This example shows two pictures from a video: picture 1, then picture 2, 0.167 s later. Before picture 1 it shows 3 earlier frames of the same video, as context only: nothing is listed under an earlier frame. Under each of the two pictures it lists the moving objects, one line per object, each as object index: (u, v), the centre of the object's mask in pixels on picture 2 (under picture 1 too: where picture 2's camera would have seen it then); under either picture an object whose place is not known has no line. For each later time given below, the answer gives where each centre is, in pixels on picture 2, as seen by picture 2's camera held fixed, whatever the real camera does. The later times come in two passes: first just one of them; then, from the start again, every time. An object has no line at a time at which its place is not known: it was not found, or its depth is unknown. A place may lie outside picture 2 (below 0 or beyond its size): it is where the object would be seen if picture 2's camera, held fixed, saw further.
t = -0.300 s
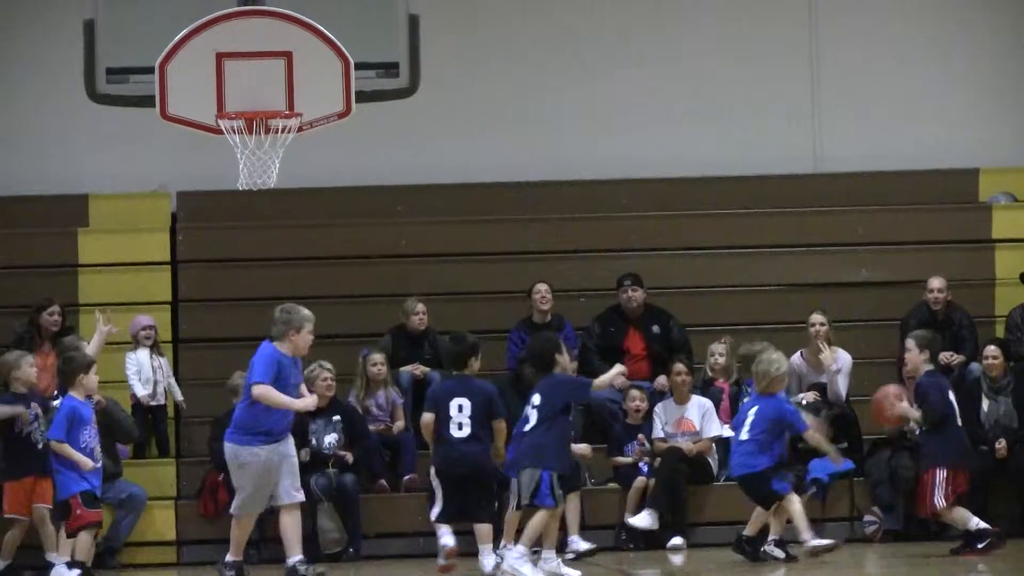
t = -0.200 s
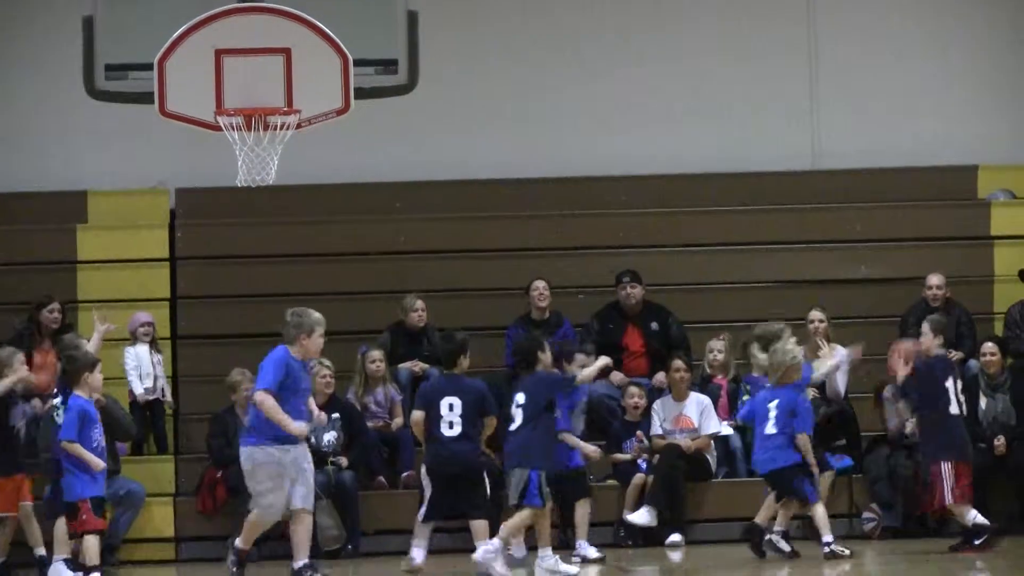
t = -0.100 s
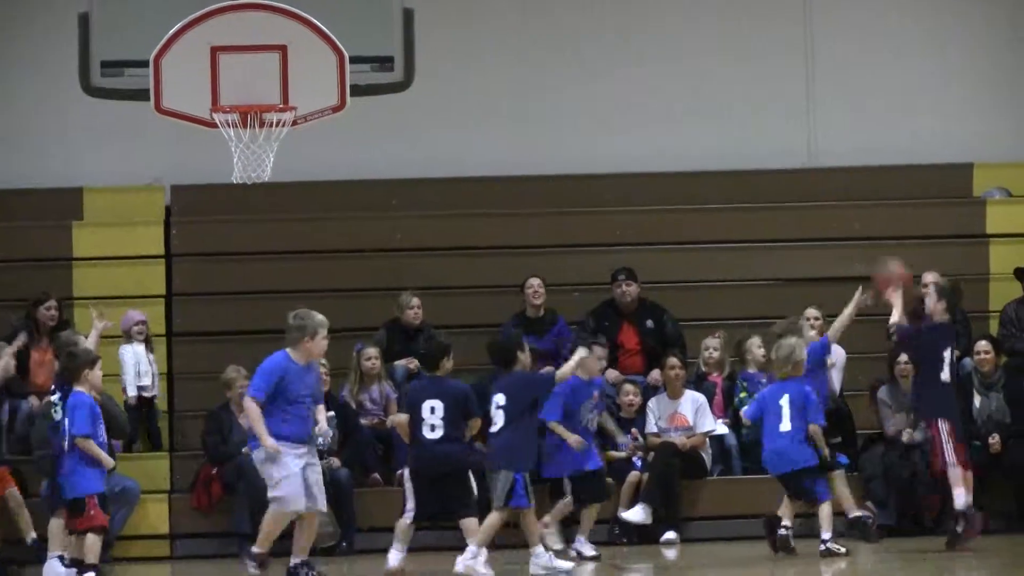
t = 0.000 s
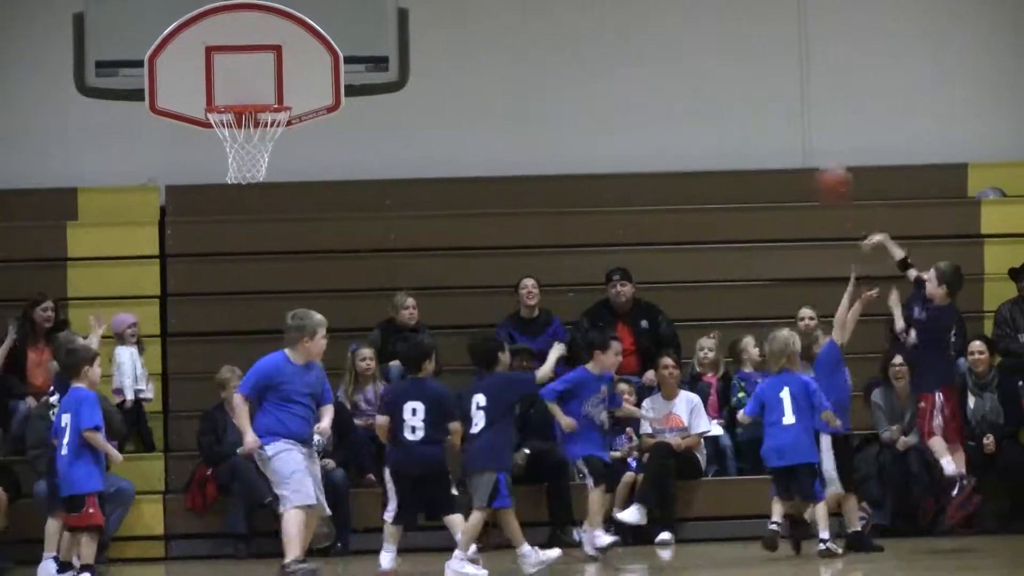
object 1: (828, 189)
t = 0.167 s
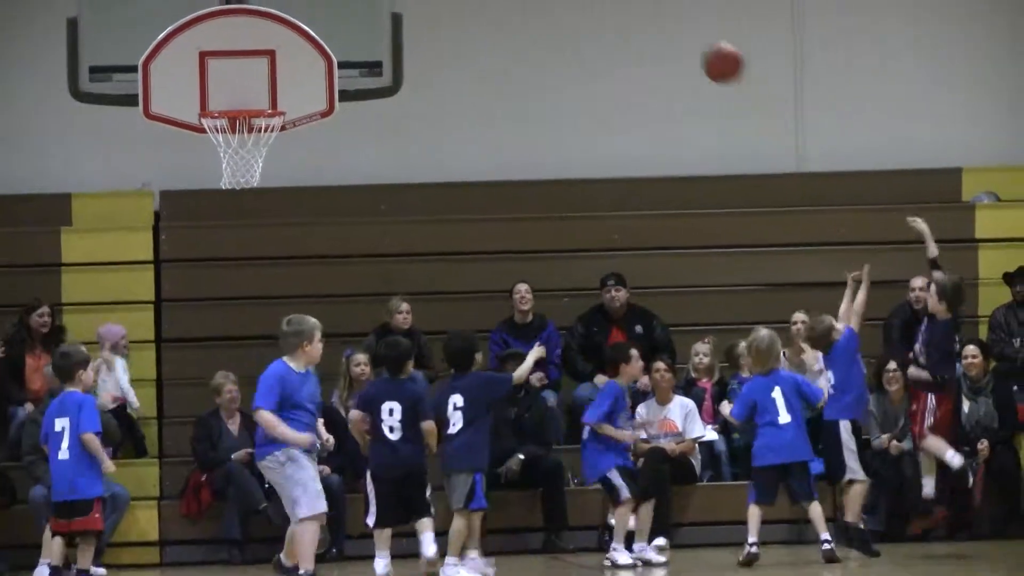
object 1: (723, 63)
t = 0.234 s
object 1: (682, 25)
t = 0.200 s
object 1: (702, 43)
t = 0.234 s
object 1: (682, 25)
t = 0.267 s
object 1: (662, 9)
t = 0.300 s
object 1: (641, -2)
